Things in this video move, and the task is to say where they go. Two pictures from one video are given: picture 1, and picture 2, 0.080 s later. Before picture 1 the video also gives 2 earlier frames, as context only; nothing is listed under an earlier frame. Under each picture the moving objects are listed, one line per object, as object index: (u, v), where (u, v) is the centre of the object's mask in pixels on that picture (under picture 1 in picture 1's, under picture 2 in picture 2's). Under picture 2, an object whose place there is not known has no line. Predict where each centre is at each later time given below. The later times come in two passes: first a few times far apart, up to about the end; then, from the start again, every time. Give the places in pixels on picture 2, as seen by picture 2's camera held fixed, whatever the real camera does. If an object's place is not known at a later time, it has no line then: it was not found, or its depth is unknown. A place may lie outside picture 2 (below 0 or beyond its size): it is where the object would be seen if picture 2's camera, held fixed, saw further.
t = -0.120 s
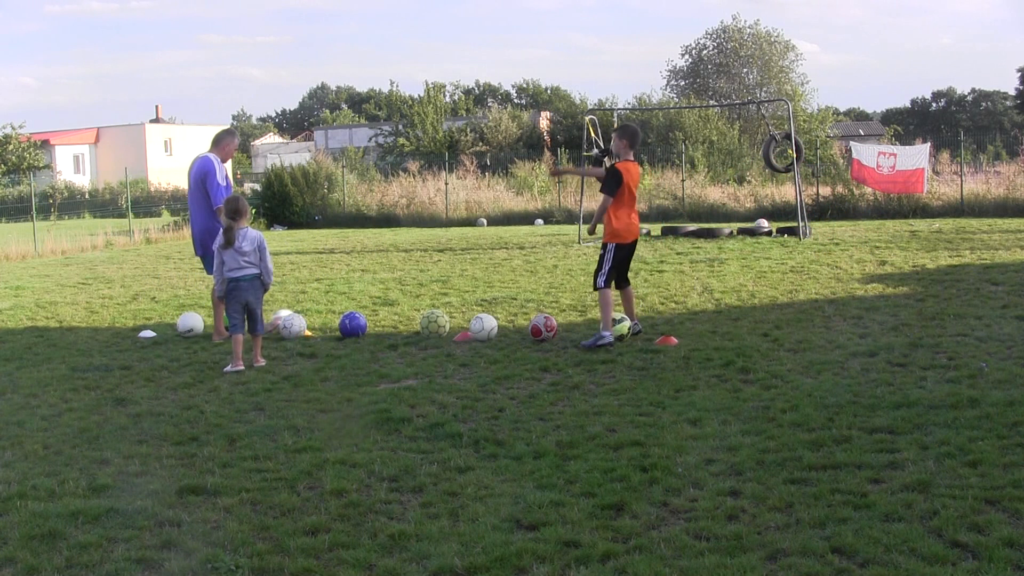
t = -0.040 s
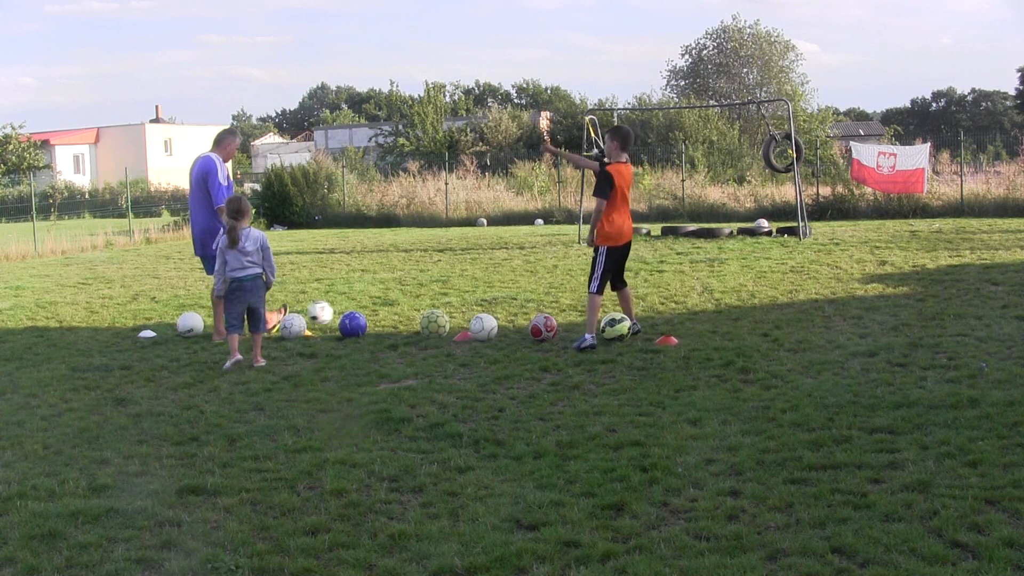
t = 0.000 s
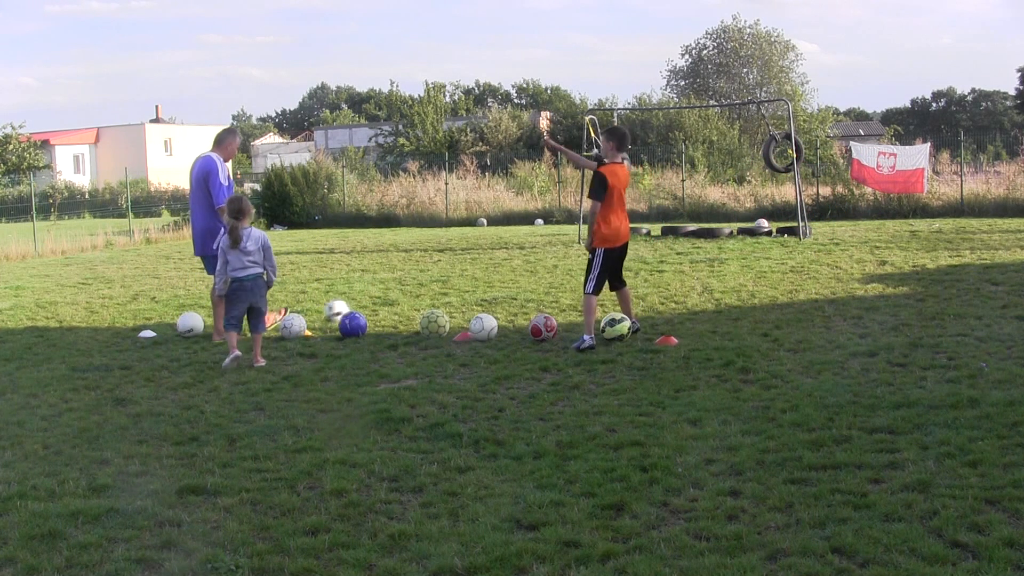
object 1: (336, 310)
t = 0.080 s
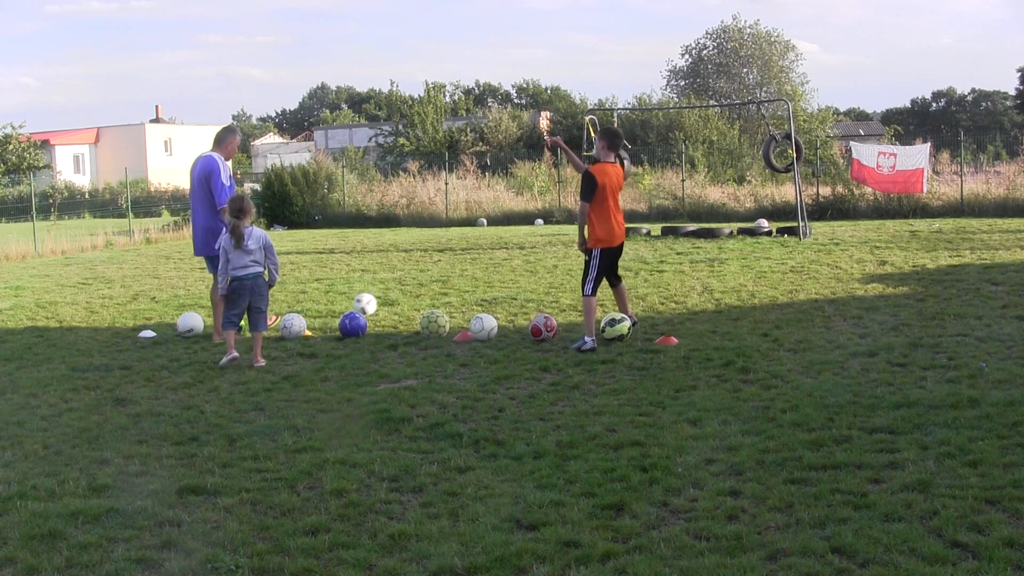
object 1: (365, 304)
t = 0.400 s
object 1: (439, 289)
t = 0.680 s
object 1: (486, 280)
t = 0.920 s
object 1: (516, 274)
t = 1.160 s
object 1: (543, 263)
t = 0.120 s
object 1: (378, 302)
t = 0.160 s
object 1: (389, 301)
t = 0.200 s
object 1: (399, 298)
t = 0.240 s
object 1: (407, 294)
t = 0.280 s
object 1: (415, 292)
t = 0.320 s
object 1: (423, 293)
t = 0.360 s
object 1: (432, 293)
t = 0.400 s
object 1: (439, 289)
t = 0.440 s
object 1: (447, 286)
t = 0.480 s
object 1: (454, 285)
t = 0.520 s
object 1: (461, 285)
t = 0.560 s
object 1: (468, 286)
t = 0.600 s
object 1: (474, 282)
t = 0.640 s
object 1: (480, 280)
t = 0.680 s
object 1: (486, 280)
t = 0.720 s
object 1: (492, 280)
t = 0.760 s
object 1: (497, 277)
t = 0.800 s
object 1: (502, 274)
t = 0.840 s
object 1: (507, 273)
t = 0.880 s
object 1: (512, 273)
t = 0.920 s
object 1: (516, 274)
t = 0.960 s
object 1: (521, 274)
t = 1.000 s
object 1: (525, 269)
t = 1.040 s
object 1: (530, 265)
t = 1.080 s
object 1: (534, 263)
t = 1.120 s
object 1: (538, 262)
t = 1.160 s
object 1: (543, 263)
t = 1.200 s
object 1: (547, 265)
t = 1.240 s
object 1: (552, 267)
